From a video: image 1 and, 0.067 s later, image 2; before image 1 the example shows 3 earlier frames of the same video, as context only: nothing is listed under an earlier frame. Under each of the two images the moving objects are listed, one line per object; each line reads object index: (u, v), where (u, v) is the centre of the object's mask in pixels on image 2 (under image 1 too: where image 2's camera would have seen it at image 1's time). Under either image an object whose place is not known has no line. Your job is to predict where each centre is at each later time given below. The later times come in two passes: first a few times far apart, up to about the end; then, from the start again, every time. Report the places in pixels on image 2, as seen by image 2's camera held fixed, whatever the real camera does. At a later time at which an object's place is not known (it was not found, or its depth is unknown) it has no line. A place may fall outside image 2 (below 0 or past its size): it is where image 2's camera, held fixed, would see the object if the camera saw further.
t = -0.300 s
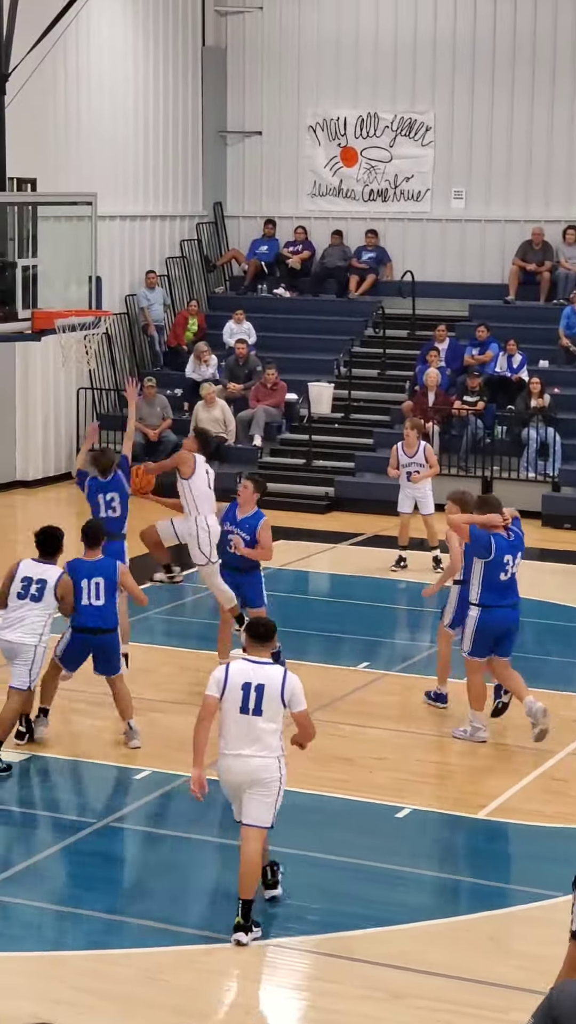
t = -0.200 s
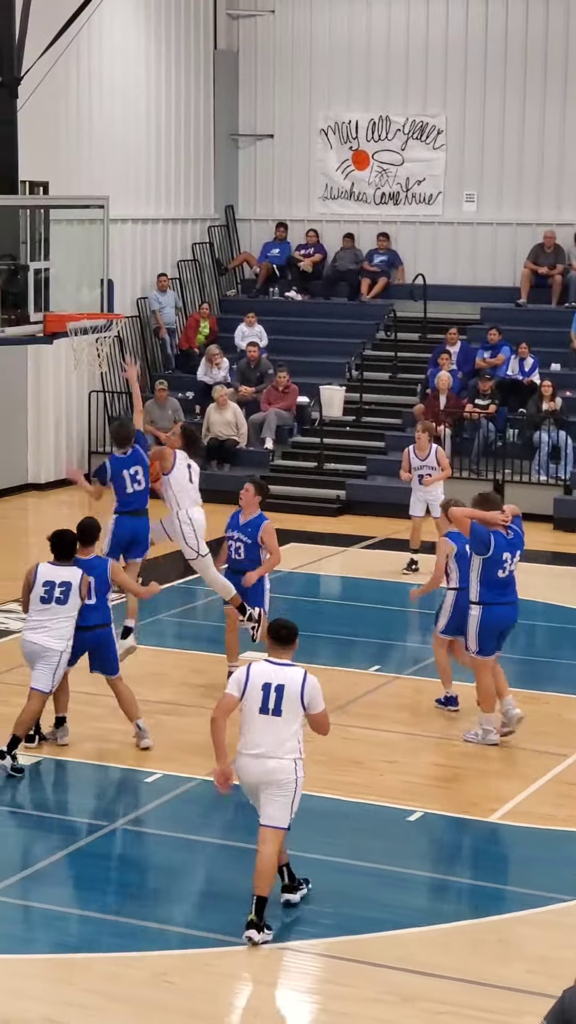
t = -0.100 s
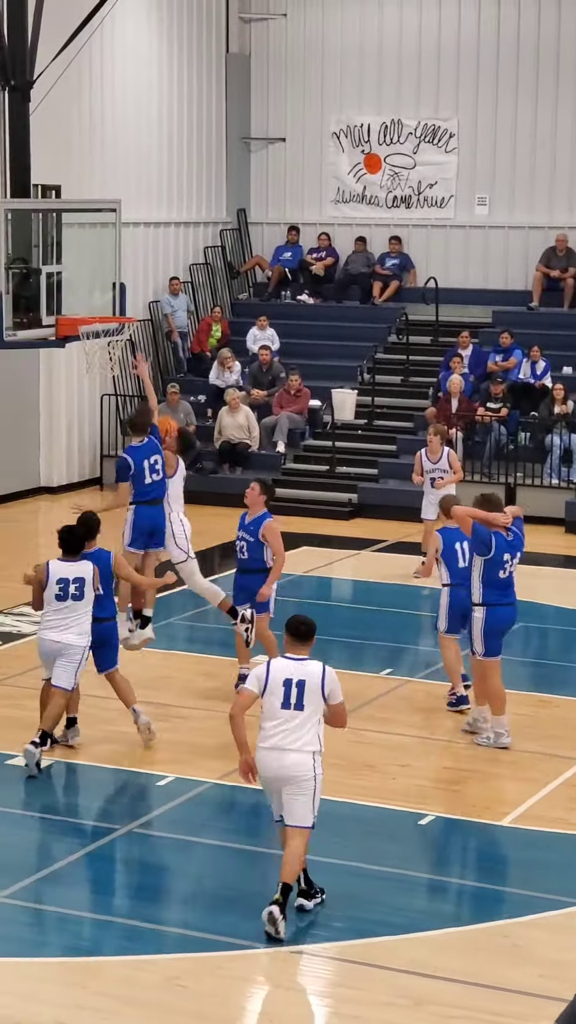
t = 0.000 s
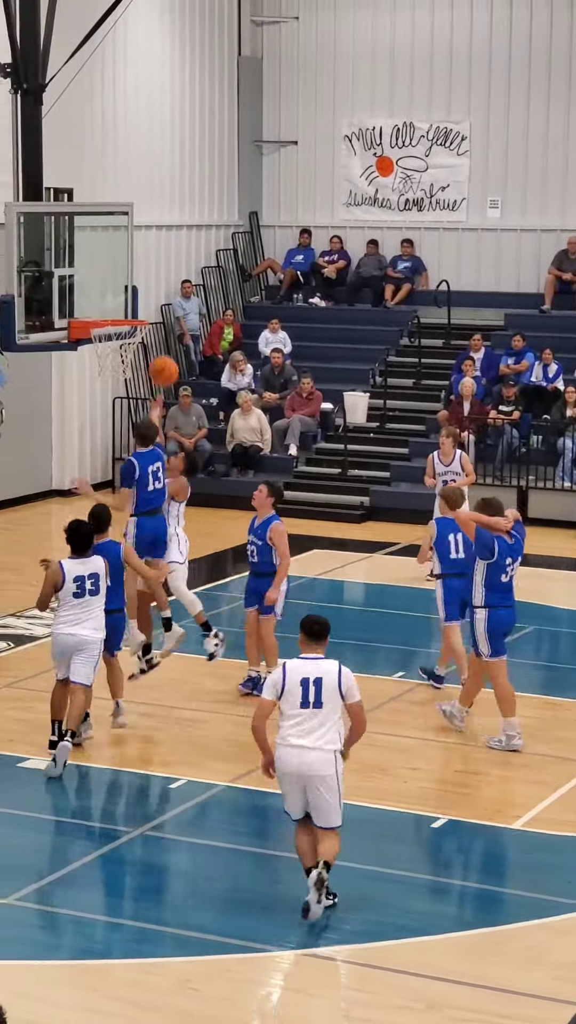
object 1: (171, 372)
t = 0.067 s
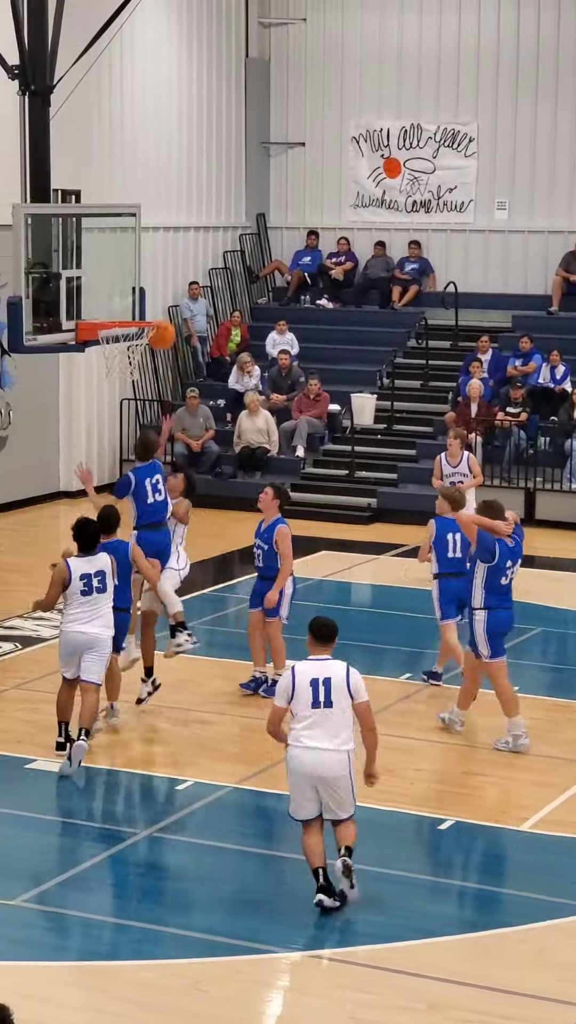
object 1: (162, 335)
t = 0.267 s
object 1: (129, 251)
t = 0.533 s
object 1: (125, 238)
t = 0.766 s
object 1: (137, 307)
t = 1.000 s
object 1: (134, 387)
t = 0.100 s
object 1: (156, 316)
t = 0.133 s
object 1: (150, 301)
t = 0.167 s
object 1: (145, 287)
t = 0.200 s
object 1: (140, 274)
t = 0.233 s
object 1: (134, 261)
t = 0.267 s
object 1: (129, 251)
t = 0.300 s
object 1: (124, 242)
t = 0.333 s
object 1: (119, 234)
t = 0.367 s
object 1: (117, 230)
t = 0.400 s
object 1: (119, 229)
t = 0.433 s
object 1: (120, 228)
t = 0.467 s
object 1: (122, 230)
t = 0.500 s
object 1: (124, 234)
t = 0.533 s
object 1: (125, 238)
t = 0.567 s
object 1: (127, 243)
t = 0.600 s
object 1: (129, 250)
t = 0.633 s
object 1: (130, 259)
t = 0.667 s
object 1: (132, 269)
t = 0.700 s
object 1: (134, 280)
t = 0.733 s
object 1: (135, 292)
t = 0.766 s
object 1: (137, 307)
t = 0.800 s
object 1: (139, 317)
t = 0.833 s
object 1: (141, 338)
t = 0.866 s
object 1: (141, 353)
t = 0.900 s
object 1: (141, 361)
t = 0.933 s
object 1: (139, 370)
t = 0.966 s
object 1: (136, 377)
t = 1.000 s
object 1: (134, 387)
